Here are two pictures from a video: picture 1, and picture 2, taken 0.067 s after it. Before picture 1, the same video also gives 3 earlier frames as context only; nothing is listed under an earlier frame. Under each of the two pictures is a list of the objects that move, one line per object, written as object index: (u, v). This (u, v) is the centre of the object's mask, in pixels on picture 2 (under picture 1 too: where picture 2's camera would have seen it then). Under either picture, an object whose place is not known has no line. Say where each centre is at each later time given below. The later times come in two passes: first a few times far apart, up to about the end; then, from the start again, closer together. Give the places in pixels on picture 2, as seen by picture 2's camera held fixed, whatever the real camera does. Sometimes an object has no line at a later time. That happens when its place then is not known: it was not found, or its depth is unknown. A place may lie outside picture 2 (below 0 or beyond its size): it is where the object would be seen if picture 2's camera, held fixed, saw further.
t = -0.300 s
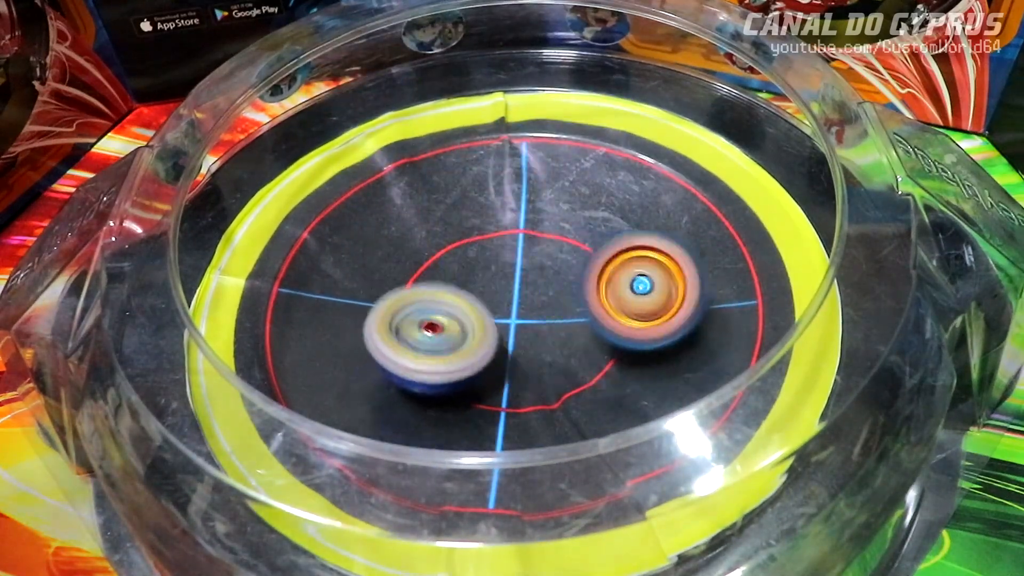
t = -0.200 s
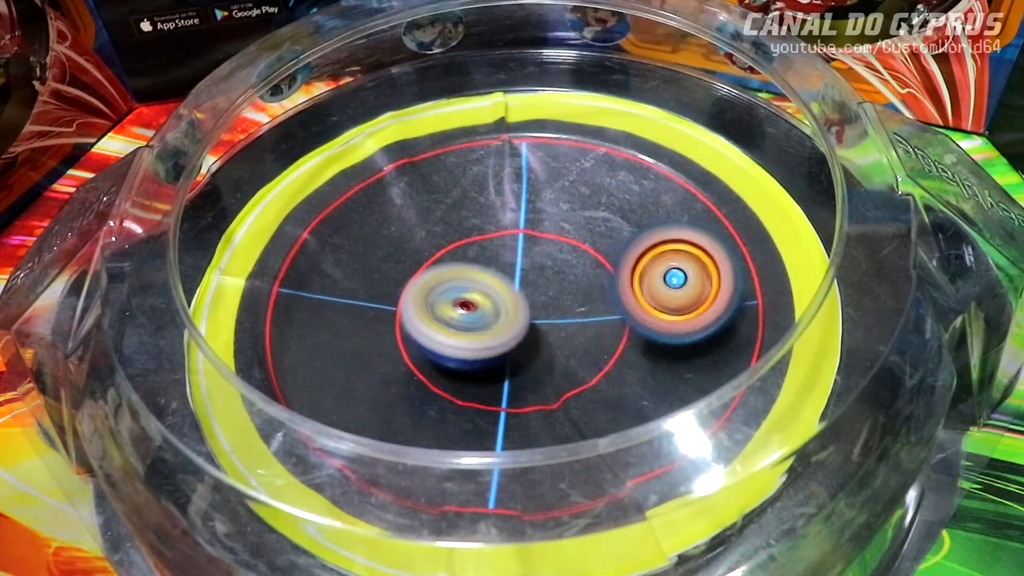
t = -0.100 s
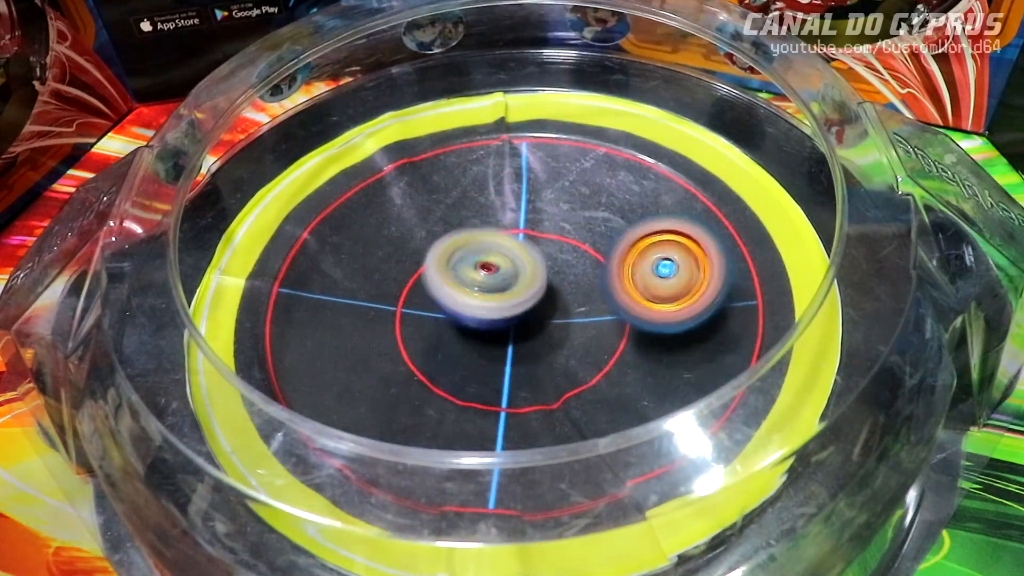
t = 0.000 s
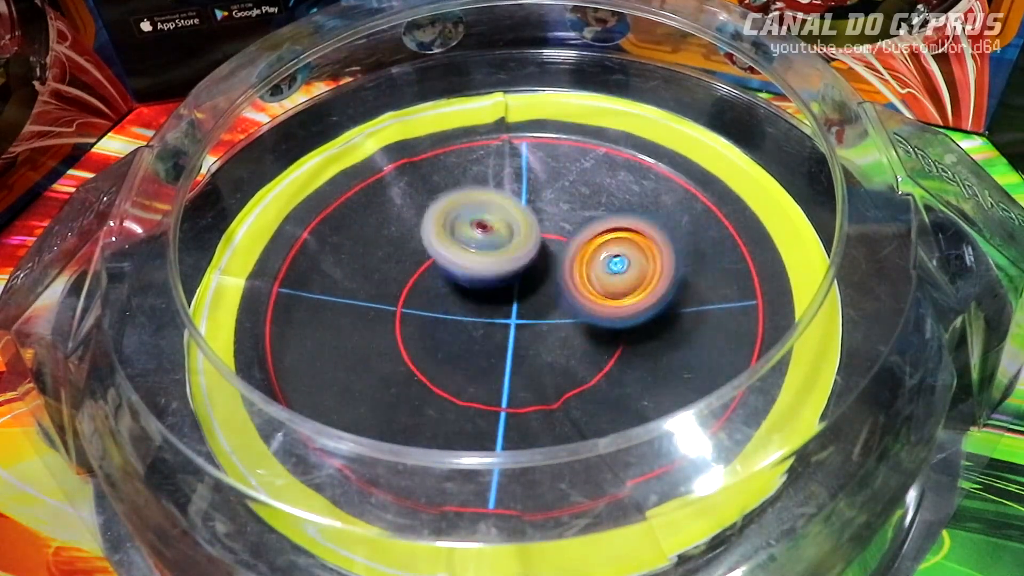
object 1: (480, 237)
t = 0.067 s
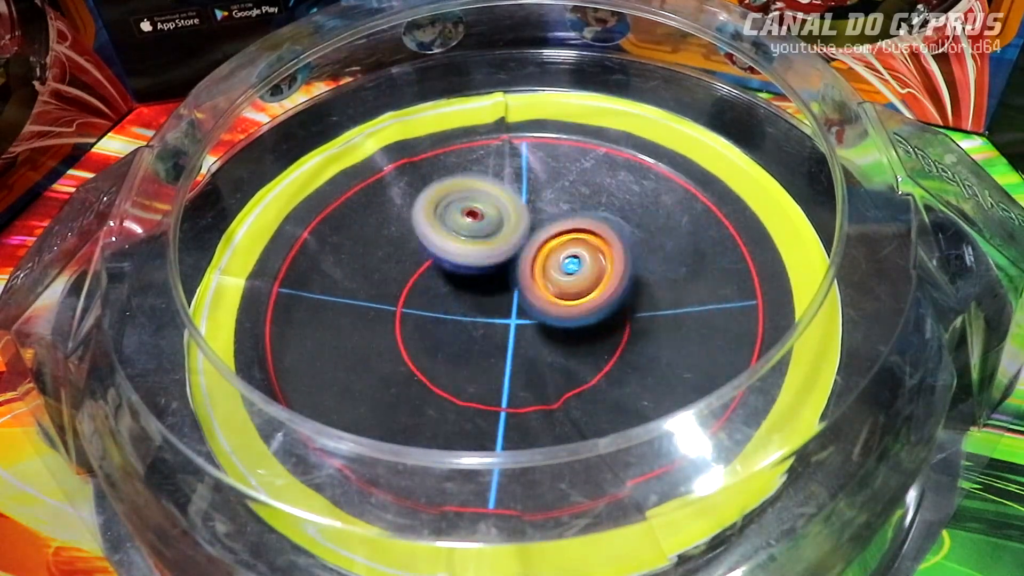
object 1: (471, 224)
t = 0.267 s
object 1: (366, 203)
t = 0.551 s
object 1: (402, 255)
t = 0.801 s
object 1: (443, 227)
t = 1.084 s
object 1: (529, 248)
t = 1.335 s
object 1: (572, 227)
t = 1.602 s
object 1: (502, 277)
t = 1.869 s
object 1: (609, 321)
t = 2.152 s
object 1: (547, 266)
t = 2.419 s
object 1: (482, 332)
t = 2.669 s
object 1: (527, 304)
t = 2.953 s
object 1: (497, 303)
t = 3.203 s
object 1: (483, 281)
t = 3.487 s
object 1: (501, 278)
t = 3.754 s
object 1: (514, 275)
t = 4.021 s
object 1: (519, 280)
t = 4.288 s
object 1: (522, 288)
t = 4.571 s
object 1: (520, 297)
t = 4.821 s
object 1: (508, 302)
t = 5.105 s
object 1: (499, 299)
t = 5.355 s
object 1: (491, 291)
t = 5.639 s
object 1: (491, 283)
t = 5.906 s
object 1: (502, 276)
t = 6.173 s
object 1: (490, 214)
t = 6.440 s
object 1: (504, 281)
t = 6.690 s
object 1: (617, 150)
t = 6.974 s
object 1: (560, 209)
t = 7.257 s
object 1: (514, 329)
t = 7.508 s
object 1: (484, 376)
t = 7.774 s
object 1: (441, 397)
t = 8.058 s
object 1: (467, 396)
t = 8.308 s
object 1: (521, 308)
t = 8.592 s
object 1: (504, 249)
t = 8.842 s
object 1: (472, 183)
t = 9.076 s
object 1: (472, 246)
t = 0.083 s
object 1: (462, 220)
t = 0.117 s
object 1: (443, 210)
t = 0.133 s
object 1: (434, 205)
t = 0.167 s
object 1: (415, 201)
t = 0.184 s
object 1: (406, 199)
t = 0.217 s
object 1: (388, 198)
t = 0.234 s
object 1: (380, 199)
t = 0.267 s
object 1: (366, 203)
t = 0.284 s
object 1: (361, 207)
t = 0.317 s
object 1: (352, 213)
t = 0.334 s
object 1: (349, 217)
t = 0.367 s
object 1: (347, 225)
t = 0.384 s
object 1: (347, 230)
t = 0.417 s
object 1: (352, 242)
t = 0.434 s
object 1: (357, 247)
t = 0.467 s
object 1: (369, 259)
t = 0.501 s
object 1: (387, 269)
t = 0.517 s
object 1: (394, 264)
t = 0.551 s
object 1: (402, 255)
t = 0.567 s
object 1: (406, 250)
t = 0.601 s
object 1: (413, 240)
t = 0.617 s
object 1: (416, 237)
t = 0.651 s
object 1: (423, 231)
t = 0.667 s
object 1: (426, 229)
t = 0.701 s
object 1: (431, 227)
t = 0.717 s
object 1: (433, 226)
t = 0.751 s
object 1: (436, 225)
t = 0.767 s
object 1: (439, 225)
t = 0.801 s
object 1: (443, 227)
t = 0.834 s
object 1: (447, 231)
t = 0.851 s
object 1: (448, 232)
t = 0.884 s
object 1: (452, 237)
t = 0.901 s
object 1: (455, 240)
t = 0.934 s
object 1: (460, 243)
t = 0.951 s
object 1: (466, 246)
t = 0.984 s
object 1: (479, 248)
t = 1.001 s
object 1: (486, 249)
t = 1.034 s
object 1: (504, 249)
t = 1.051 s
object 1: (511, 250)
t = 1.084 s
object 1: (529, 248)
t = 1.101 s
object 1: (536, 246)
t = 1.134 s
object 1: (550, 243)
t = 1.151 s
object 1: (556, 240)
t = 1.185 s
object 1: (566, 237)
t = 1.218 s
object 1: (573, 233)
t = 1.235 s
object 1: (574, 232)
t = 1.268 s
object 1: (578, 229)
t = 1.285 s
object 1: (576, 229)
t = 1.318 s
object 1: (575, 228)
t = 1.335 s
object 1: (572, 227)
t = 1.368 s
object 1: (565, 227)
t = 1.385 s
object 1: (561, 227)
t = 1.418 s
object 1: (552, 230)
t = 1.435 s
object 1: (547, 233)
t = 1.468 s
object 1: (537, 241)
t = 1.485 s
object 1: (531, 244)
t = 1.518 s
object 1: (520, 254)
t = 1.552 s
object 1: (510, 262)
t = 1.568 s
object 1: (506, 267)
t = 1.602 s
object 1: (502, 277)
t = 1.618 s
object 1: (501, 283)
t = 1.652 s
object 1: (504, 295)
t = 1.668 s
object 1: (508, 302)
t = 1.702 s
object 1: (519, 314)
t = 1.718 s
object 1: (526, 320)
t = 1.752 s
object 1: (544, 329)
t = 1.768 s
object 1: (553, 331)
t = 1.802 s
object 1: (574, 332)
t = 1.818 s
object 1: (582, 331)
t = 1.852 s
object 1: (602, 325)
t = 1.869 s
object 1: (609, 321)
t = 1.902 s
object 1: (624, 309)
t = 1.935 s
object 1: (627, 297)
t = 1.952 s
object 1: (628, 291)
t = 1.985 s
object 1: (623, 282)
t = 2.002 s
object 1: (619, 276)
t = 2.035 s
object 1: (608, 271)
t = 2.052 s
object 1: (600, 268)
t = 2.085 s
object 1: (585, 266)
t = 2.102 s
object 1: (575, 264)
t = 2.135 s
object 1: (557, 266)
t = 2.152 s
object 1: (547, 266)
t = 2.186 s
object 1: (531, 269)
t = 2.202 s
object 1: (523, 271)
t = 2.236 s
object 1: (507, 278)
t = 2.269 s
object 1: (492, 288)
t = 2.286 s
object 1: (487, 293)
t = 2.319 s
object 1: (476, 304)
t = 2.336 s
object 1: (475, 310)
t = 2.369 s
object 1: (473, 322)
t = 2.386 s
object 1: (476, 326)
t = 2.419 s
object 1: (482, 332)
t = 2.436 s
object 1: (489, 334)
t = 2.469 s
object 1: (500, 334)
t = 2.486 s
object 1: (506, 333)
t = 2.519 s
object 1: (515, 331)
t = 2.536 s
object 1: (519, 327)
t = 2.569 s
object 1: (525, 324)
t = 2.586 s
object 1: (526, 320)
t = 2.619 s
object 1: (528, 315)
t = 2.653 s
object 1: (528, 309)
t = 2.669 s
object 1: (527, 304)
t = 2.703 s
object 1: (524, 299)
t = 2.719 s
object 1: (523, 295)
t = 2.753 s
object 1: (520, 292)
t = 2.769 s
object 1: (517, 290)
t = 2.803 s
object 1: (516, 289)
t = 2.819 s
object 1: (514, 289)
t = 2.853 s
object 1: (513, 290)
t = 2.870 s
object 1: (511, 292)
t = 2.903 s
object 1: (508, 295)
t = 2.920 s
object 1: (506, 299)
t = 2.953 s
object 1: (497, 303)
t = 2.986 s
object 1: (490, 303)
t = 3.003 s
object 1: (486, 303)
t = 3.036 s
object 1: (481, 298)
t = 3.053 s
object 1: (480, 295)
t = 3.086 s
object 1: (477, 290)
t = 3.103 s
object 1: (479, 288)
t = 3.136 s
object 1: (479, 285)
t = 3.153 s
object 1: (480, 283)
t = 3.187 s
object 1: (482, 282)
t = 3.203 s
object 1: (483, 281)
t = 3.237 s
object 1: (486, 281)
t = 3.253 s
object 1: (485, 281)
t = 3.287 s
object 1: (489, 280)
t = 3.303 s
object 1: (489, 281)
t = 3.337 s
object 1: (491, 280)
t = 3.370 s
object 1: (494, 280)
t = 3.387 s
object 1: (494, 281)
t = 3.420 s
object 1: (496, 279)
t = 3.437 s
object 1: (499, 280)
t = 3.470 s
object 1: (499, 279)
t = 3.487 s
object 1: (501, 278)
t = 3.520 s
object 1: (503, 279)
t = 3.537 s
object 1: (503, 277)
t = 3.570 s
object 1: (505, 277)
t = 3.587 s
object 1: (505, 277)
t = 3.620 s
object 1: (507, 276)
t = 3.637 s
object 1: (508, 276)
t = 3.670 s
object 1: (510, 276)
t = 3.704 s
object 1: (512, 274)
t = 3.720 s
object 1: (513, 275)
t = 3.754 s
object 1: (514, 275)
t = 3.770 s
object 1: (517, 274)
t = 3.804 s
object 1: (517, 275)
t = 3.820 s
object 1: (517, 274)
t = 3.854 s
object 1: (518, 275)
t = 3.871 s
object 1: (517, 276)
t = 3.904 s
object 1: (517, 277)
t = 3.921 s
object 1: (518, 278)
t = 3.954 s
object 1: (518, 278)
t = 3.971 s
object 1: (519, 278)
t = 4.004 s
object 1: (520, 280)
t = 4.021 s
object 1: (519, 280)
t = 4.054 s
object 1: (520, 280)
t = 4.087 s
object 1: (521, 282)
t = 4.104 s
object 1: (519, 283)
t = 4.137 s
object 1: (520, 284)
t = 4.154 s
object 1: (521, 286)
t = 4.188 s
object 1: (520, 286)
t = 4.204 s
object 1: (522, 286)
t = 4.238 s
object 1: (522, 287)
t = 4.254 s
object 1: (521, 287)
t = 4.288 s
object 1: (522, 288)
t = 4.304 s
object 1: (521, 290)
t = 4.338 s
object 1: (521, 290)
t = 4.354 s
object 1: (523, 290)
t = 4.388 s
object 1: (522, 292)
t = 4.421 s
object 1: (522, 293)
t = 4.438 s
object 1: (523, 293)
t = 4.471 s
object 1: (522, 294)
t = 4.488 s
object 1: (521, 294)
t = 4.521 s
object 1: (521, 295)
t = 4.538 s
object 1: (521, 296)
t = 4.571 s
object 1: (520, 297)
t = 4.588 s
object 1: (521, 296)
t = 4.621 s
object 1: (519, 297)
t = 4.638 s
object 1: (517, 298)
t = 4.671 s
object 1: (516, 298)
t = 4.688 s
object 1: (516, 300)
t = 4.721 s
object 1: (514, 301)
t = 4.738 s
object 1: (514, 300)
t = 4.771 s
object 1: (512, 301)
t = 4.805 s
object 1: (511, 301)
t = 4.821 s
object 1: (508, 302)
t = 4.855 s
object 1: (507, 302)
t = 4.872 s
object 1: (508, 302)
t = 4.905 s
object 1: (506, 303)
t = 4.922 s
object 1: (506, 301)
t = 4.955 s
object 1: (505, 301)
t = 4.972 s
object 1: (503, 302)
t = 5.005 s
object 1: (502, 302)
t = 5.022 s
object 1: (503, 301)
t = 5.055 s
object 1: (502, 301)
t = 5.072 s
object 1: (500, 300)
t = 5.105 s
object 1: (499, 299)
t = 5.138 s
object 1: (498, 298)
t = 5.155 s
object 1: (497, 299)
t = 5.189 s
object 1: (496, 298)
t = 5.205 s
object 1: (496, 296)
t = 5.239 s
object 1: (495, 295)
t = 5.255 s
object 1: (493, 295)
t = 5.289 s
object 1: (492, 293)
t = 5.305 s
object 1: (493, 292)
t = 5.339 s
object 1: (493, 292)
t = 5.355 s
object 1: (491, 291)
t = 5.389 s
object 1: (491, 290)
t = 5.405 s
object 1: (491, 290)
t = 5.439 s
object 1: (491, 289)
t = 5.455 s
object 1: (491, 288)
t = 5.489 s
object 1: (490, 286)
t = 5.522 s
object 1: (491, 285)
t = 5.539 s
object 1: (490, 285)
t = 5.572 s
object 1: (490, 284)
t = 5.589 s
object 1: (492, 283)
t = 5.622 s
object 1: (492, 282)
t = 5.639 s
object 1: (491, 283)
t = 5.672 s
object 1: (492, 282)
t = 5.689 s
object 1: (494, 280)
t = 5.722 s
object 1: (495, 279)
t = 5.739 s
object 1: (495, 279)
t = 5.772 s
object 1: (496, 279)
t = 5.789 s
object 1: (498, 278)
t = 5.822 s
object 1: (499, 277)
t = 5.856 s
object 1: (501, 277)
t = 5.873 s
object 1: (500, 277)
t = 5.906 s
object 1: (502, 276)
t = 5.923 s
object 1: (504, 276)
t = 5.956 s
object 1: (506, 273)
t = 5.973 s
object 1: (504, 269)
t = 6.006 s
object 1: (504, 258)
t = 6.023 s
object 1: (505, 247)
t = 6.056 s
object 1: (503, 233)
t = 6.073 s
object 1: (500, 226)
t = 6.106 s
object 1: (497, 217)
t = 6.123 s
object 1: (497, 213)
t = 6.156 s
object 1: (493, 212)
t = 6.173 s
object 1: (490, 214)
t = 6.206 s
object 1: (485, 217)
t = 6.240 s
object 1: (478, 222)
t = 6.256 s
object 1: (474, 226)
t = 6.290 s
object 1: (470, 236)
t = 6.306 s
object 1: (470, 243)
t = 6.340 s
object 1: (472, 256)
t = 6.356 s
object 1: (474, 262)
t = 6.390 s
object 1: (483, 273)
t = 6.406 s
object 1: (489, 277)
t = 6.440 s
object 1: (504, 281)
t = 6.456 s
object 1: (521, 266)
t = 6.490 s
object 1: (555, 232)
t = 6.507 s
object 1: (566, 216)
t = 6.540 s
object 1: (588, 191)
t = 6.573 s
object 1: (603, 174)
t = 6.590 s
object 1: (608, 165)
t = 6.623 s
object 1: (615, 157)
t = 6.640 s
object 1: (618, 153)
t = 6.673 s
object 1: (618, 149)
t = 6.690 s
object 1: (617, 150)
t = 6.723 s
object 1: (613, 150)
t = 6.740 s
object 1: (609, 152)
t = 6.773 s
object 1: (603, 153)
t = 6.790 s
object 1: (601, 152)
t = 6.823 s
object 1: (593, 157)
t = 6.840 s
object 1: (591, 161)
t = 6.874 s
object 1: (583, 168)
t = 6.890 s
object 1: (579, 174)
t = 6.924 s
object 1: (572, 185)
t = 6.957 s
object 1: (565, 199)
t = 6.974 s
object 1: (560, 209)
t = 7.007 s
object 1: (553, 226)
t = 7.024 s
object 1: (549, 234)
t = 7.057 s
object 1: (542, 251)
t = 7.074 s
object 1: (539, 260)
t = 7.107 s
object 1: (532, 276)
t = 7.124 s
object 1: (530, 284)
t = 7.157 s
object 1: (523, 296)
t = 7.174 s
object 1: (521, 304)
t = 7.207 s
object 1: (518, 315)
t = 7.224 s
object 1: (516, 319)
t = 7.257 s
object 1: (514, 329)
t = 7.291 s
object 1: (512, 337)
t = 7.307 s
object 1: (510, 340)
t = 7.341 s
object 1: (505, 349)
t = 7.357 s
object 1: (505, 352)
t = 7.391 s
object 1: (502, 359)
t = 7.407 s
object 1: (500, 363)
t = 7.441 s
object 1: (495, 367)
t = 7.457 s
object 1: (492, 371)
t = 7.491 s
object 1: (488, 374)
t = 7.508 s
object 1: (484, 376)
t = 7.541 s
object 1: (480, 378)
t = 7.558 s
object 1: (479, 378)
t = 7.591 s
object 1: (472, 378)
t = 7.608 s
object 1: (470, 378)
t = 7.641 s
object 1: (466, 375)
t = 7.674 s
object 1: (458, 372)
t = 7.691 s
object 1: (456, 372)
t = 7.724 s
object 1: (447, 384)
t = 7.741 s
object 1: (441, 389)
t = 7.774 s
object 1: (441, 397)
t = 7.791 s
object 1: (440, 400)
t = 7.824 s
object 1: (439, 404)
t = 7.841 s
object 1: (437, 406)
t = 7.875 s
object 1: (439, 409)
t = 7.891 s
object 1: (440, 409)
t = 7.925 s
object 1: (441, 411)
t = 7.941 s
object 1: (445, 411)
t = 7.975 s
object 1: (449, 409)
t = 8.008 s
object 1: (455, 407)
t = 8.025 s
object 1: (460, 404)
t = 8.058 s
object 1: (467, 396)
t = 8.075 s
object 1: (473, 393)
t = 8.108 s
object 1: (482, 382)
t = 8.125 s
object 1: (486, 376)
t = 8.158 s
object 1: (494, 363)
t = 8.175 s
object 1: (498, 357)
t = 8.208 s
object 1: (505, 344)
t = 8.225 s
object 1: (508, 337)
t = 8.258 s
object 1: (515, 326)
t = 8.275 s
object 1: (517, 318)
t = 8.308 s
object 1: (521, 308)
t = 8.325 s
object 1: (524, 303)
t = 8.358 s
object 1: (526, 291)
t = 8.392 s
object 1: (529, 282)
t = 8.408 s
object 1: (530, 276)
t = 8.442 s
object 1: (517, 270)
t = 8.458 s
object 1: (513, 266)
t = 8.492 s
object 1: (503, 260)
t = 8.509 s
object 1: (500, 259)
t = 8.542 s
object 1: (500, 255)
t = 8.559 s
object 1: (500, 253)
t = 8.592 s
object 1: (504, 249)
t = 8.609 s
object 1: (507, 247)
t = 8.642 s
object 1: (515, 241)
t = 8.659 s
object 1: (520, 240)
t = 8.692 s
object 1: (528, 234)
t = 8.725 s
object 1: (517, 218)
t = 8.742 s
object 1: (506, 209)
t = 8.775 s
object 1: (491, 195)
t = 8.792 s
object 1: (484, 189)
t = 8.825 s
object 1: (476, 184)
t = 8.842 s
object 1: (472, 183)
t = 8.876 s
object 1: (468, 184)
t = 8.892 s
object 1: (465, 186)
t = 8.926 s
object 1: (463, 192)
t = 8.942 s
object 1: (462, 197)
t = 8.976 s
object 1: (464, 208)
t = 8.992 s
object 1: (464, 213)
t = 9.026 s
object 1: (467, 227)
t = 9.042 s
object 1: (469, 233)
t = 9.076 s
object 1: (472, 246)
